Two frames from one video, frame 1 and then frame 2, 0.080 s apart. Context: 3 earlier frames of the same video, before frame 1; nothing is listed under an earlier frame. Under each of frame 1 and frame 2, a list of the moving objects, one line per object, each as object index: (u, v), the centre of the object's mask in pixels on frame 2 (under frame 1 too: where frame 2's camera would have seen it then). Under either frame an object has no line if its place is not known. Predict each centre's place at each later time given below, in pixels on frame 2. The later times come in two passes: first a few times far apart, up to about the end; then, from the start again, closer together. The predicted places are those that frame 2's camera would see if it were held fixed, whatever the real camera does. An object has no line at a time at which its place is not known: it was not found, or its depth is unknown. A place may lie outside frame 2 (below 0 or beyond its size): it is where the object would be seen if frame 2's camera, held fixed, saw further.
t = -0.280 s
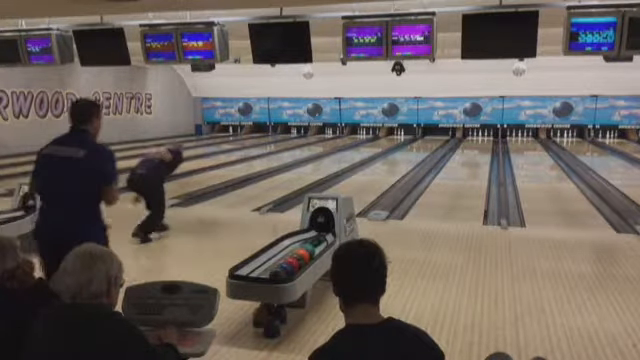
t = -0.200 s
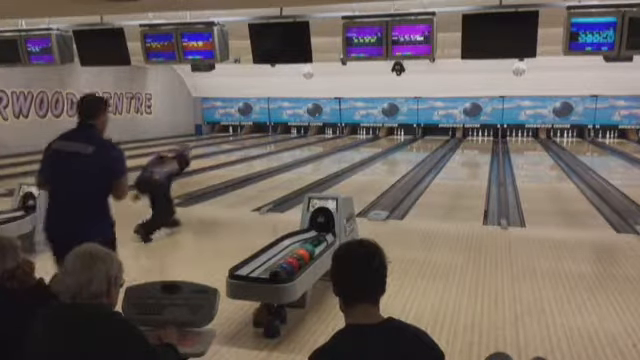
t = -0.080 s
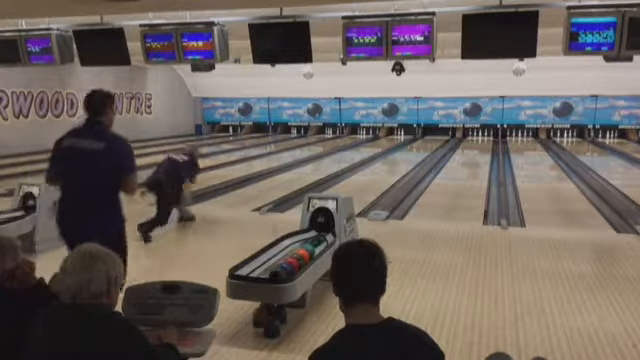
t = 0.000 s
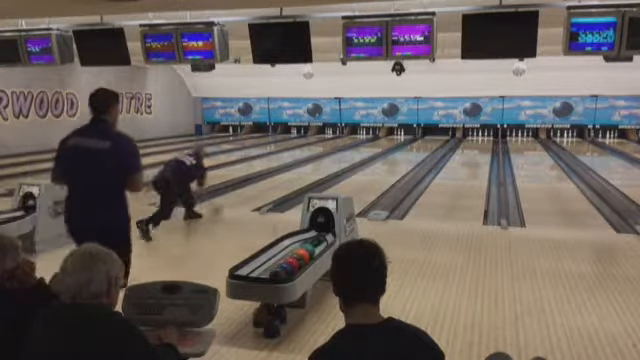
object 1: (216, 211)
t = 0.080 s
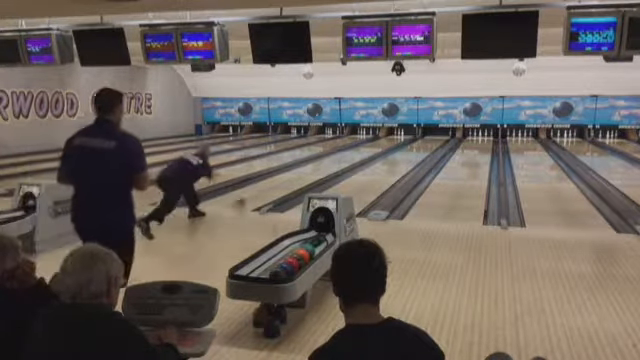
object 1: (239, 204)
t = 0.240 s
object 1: (277, 187)
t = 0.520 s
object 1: (321, 168)
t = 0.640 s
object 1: (333, 164)
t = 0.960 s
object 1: (359, 152)
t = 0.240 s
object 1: (277, 187)
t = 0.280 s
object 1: (285, 185)
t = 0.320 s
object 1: (292, 182)
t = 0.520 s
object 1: (321, 168)
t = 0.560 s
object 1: (325, 167)
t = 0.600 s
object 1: (330, 164)
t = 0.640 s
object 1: (333, 164)
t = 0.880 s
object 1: (355, 153)
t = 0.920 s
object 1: (357, 153)
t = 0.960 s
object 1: (359, 152)
